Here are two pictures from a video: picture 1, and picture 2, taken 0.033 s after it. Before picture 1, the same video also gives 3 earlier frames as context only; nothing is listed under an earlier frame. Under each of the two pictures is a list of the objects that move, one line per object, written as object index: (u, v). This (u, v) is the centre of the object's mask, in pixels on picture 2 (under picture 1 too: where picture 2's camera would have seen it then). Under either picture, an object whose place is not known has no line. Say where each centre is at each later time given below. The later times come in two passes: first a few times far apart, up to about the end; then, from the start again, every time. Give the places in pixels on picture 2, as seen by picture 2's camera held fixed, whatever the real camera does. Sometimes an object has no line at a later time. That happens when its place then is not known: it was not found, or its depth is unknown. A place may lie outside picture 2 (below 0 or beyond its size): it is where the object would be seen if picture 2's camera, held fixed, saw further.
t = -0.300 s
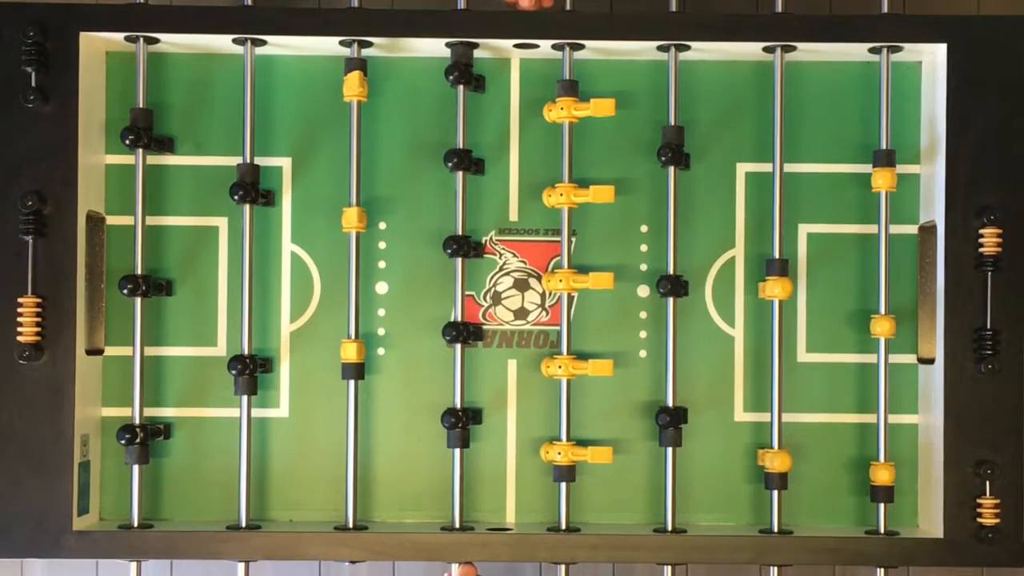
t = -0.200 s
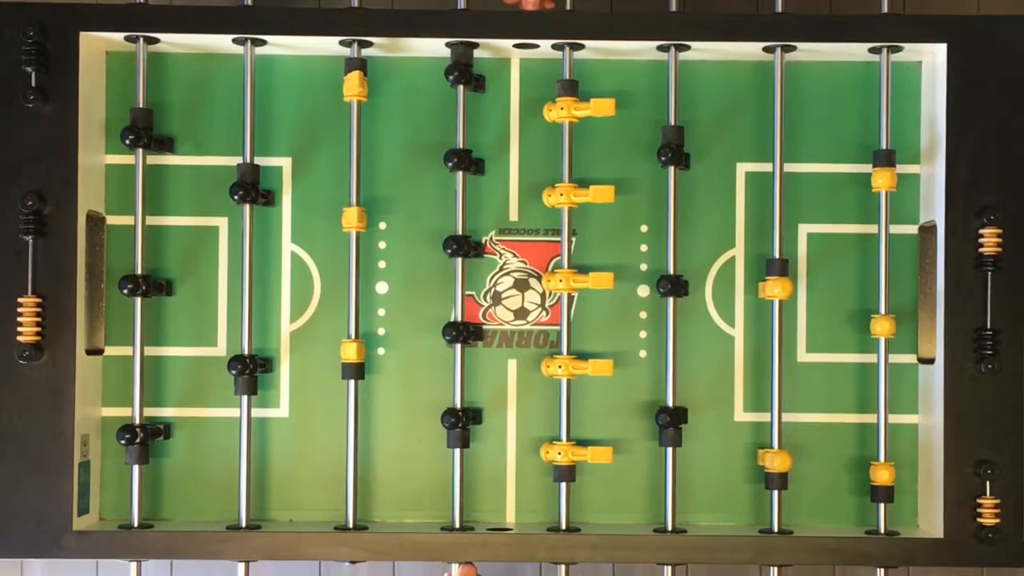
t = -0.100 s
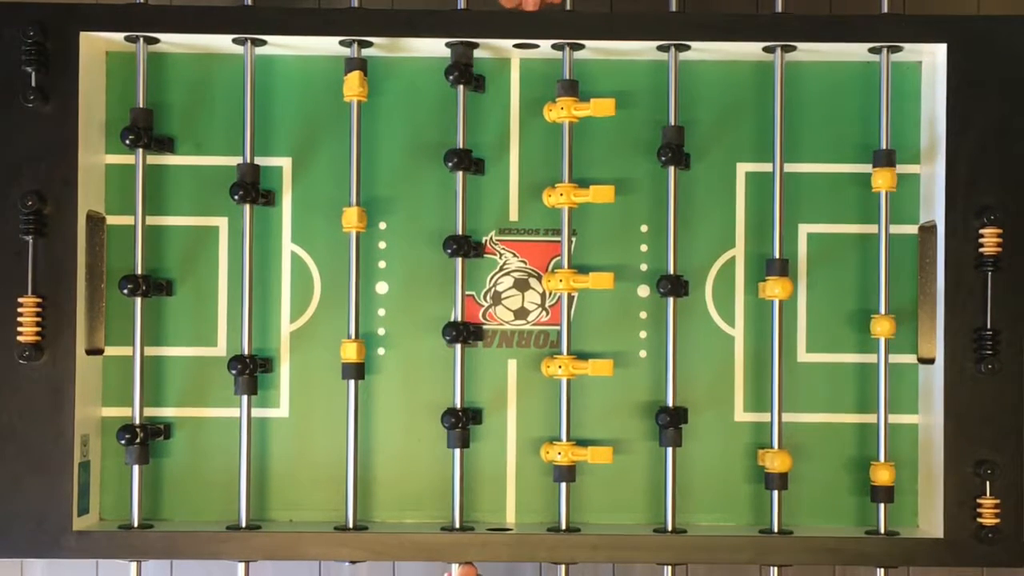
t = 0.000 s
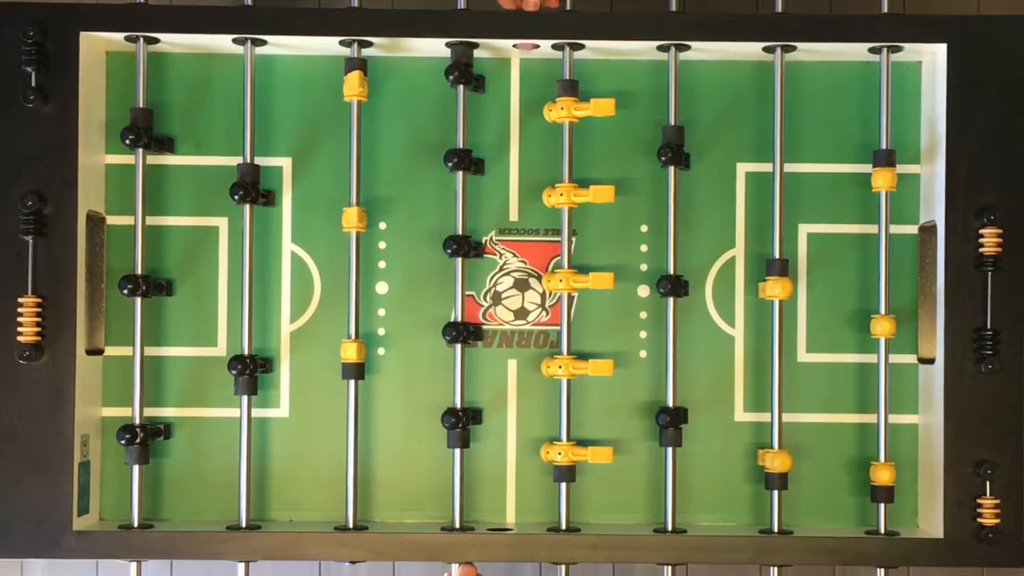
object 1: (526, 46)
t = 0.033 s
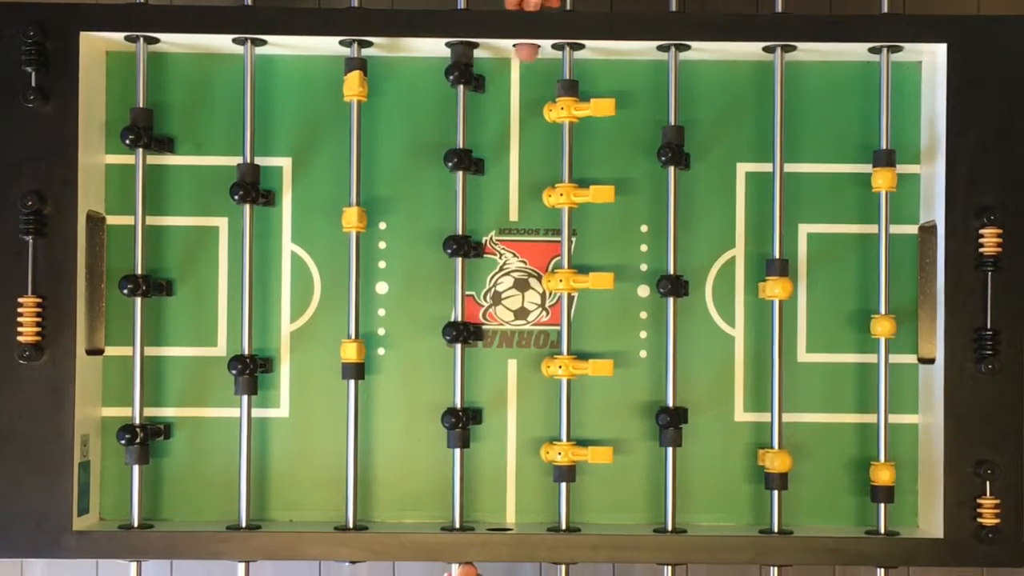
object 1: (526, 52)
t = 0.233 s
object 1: (525, 115)
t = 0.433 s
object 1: (525, 178)
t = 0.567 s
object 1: (524, 218)
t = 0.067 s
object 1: (526, 62)
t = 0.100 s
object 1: (526, 75)
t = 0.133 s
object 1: (526, 87)
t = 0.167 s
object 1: (525, 95)
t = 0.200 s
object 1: (525, 104)
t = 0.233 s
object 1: (525, 115)
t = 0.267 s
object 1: (525, 127)
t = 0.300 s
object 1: (524, 138)
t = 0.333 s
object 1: (525, 148)
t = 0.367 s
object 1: (525, 158)
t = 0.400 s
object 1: (525, 168)
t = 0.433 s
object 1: (525, 178)
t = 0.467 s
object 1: (525, 189)
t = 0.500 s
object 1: (525, 199)
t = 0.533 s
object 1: (525, 209)
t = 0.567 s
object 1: (524, 218)
